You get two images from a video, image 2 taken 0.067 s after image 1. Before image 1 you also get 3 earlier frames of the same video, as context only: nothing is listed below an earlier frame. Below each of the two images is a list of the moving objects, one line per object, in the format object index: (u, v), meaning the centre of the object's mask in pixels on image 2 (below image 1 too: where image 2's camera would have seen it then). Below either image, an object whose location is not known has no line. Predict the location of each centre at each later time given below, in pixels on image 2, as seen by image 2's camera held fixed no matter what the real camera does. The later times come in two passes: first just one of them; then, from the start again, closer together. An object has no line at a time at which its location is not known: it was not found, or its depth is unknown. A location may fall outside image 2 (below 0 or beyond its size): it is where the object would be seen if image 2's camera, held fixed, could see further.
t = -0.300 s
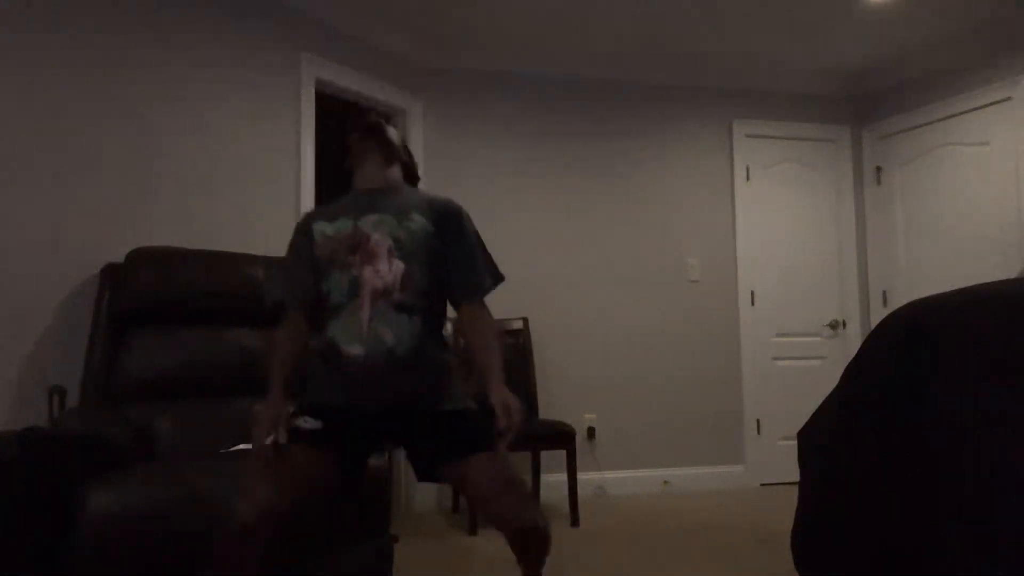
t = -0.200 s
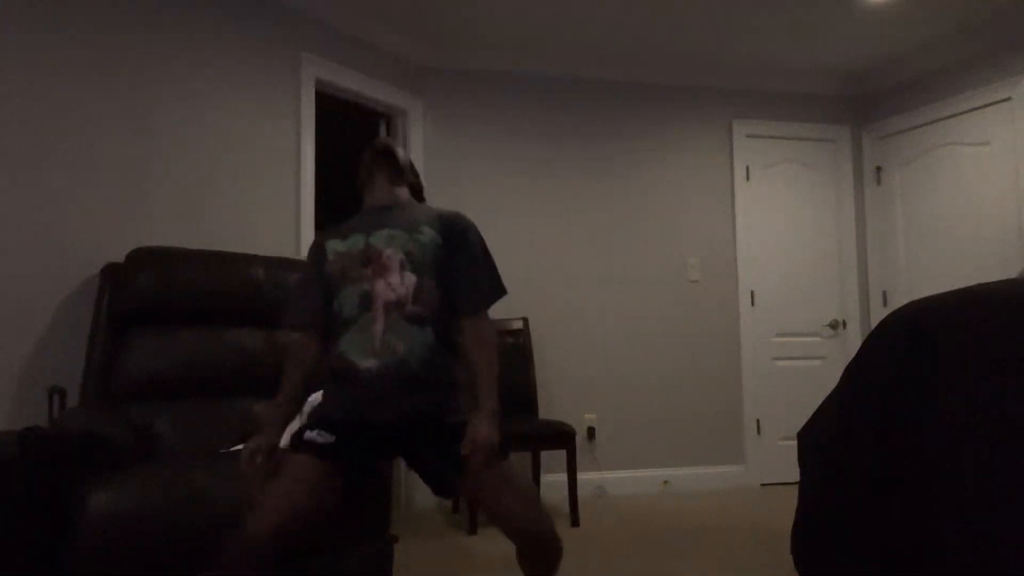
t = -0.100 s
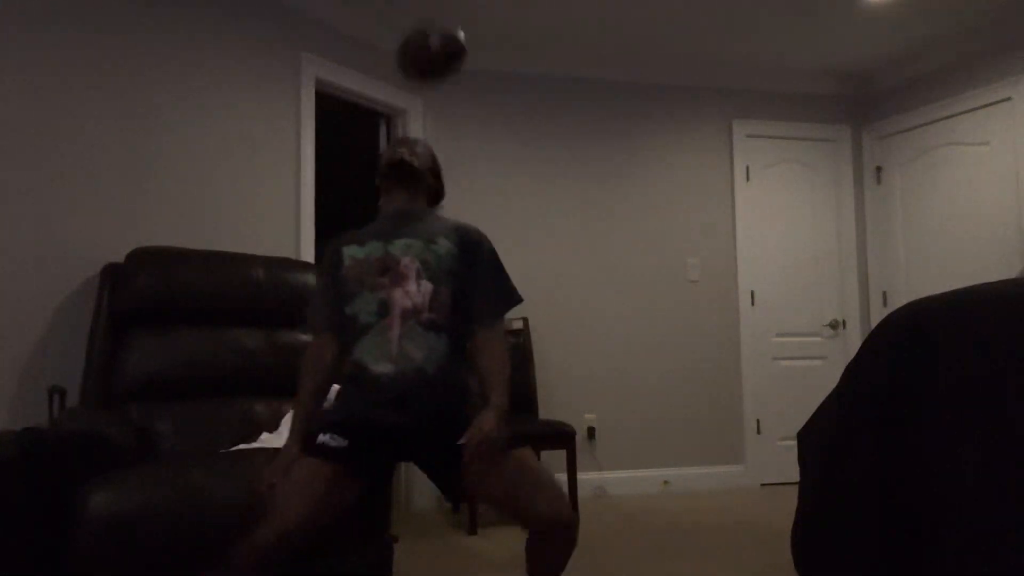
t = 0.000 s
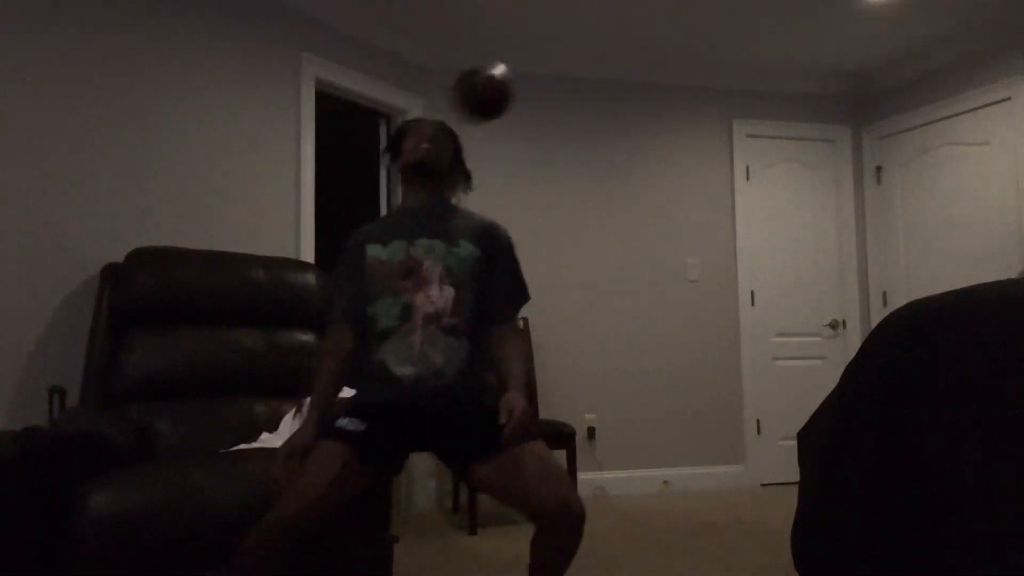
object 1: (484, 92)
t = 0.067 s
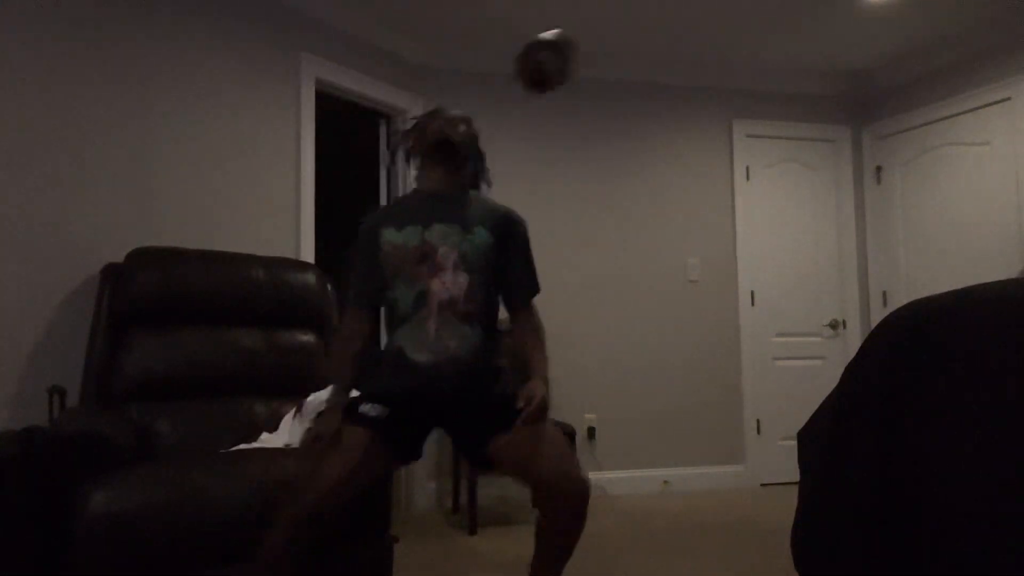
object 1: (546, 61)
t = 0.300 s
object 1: (759, 69)
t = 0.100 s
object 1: (576, 52)
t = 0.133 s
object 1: (607, 46)
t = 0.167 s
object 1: (637, 44)
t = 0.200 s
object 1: (668, 44)
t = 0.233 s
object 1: (699, 49)
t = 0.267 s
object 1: (728, 58)
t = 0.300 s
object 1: (759, 69)
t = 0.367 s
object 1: (821, 102)
